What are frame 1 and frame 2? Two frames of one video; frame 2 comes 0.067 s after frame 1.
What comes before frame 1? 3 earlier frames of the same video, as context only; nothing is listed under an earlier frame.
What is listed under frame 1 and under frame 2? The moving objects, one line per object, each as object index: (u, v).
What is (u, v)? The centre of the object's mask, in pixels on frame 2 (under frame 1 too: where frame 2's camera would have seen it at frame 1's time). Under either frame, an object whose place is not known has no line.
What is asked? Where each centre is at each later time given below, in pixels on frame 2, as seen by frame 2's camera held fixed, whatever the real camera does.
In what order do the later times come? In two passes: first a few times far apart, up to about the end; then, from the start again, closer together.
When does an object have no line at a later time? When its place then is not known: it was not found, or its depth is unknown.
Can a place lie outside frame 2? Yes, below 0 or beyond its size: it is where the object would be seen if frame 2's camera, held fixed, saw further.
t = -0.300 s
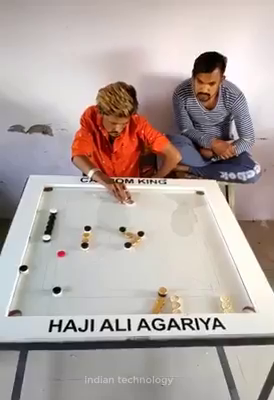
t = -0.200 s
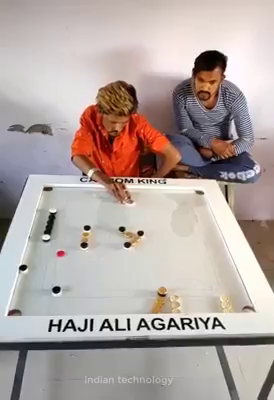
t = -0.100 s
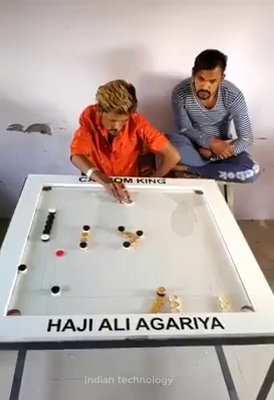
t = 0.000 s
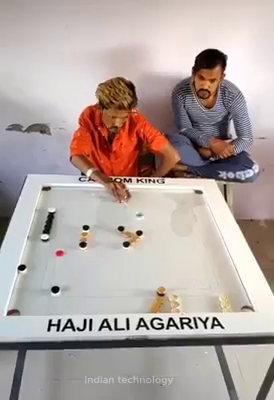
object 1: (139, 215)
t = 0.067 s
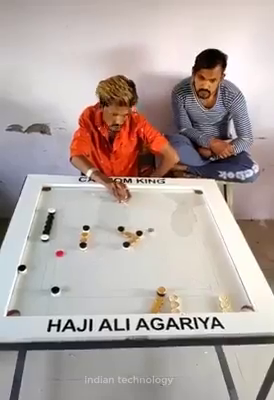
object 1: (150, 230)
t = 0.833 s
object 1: (197, 201)
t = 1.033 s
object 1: (183, 203)
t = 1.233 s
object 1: (172, 227)
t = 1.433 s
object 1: (157, 256)
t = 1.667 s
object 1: (141, 295)
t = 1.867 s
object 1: (125, 290)
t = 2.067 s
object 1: (112, 261)
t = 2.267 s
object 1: (104, 239)
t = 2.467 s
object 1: (96, 220)
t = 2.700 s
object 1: (89, 204)
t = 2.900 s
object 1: (85, 190)
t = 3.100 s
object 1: (81, 197)
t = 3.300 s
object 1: (77, 207)
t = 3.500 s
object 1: (73, 217)
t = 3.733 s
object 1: (71, 229)
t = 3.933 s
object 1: (67, 240)
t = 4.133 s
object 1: (66, 245)
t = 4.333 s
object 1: (65, 247)
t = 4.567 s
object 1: (65, 250)
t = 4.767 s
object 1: (65, 251)
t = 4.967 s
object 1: (65, 253)
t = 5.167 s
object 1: (65, 254)
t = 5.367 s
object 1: (66, 256)
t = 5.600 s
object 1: (66, 258)
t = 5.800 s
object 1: (66, 259)
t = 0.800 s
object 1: (201, 206)
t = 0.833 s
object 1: (197, 201)
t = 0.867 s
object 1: (193, 197)
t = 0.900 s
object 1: (190, 193)
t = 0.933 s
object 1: (188, 193)
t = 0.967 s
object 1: (186, 197)
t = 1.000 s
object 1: (185, 199)
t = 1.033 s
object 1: (183, 203)
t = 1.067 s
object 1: (181, 207)
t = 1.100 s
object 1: (179, 211)
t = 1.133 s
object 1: (177, 215)
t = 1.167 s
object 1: (175, 219)
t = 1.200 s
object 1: (174, 224)
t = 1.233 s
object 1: (172, 227)
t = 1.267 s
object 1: (171, 232)
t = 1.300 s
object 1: (168, 236)
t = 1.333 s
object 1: (165, 241)
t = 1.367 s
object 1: (163, 246)
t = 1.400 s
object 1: (160, 251)
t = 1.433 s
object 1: (157, 256)
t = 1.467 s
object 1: (155, 262)
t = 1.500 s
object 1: (153, 267)
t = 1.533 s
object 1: (151, 272)
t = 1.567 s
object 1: (148, 277)
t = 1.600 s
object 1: (147, 284)
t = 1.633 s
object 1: (143, 289)
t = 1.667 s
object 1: (141, 295)
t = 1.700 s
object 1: (138, 303)
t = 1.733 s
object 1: (135, 309)
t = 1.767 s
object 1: (132, 307)
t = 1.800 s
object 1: (129, 301)
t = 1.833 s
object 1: (127, 295)
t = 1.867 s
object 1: (125, 290)
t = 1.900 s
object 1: (122, 284)
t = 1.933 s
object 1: (120, 279)
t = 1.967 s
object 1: (118, 274)
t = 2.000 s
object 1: (116, 269)
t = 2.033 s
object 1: (114, 265)
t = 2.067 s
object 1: (112, 261)
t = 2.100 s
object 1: (111, 258)
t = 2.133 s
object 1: (110, 254)
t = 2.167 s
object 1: (108, 250)
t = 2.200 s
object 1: (107, 246)
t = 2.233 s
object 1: (105, 242)
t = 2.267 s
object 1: (104, 239)
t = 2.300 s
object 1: (102, 235)
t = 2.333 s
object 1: (100, 232)
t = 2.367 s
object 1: (100, 229)
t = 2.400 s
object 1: (98, 225)
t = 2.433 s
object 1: (97, 223)
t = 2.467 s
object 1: (96, 220)
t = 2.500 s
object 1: (95, 217)
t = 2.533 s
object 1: (94, 215)
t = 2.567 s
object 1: (93, 212)
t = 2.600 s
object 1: (92, 210)
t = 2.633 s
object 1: (91, 208)
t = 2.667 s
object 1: (90, 206)
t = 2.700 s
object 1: (89, 204)
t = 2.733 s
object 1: (89, 201)
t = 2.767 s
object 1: (88, 199)
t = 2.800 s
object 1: (88, 197)
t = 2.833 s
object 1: (87, 194)
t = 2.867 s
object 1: (85, 193)
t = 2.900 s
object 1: (85, 190)
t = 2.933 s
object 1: (85, 190)
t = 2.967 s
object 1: (84, 191)
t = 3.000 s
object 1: (83, 193)
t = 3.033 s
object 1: (82, 194)
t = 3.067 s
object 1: (82, 196)
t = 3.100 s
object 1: (81, 197)
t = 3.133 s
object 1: (80, 199)
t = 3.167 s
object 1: (79, 200)
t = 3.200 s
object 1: (79, 202)
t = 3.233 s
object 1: (78, 204)
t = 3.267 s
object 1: (78, 205)
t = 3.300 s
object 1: (77, 207)
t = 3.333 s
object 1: (77, 209)
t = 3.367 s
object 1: (76, 211)
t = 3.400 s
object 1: (75, 212)
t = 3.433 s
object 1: (75, 214)
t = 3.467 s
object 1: (74, 215)
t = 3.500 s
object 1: (73, 217)
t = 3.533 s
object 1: (73, 219)
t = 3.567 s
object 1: (73, 221)
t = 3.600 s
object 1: (72, 222)
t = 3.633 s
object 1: (71, 224)
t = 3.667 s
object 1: (71, 226)
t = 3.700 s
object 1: (71, 227)
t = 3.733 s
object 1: (71, 229)
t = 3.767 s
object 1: (70, 231)
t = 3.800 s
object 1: (70, 232)
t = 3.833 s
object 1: (69, 235)
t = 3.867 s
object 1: (68, 236)
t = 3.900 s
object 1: (68, 237)
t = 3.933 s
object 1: (67, 240)
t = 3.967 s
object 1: (66, 242)
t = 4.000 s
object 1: (66, 243)
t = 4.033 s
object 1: (66, 244)
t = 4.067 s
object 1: (66, 244)
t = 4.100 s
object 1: (66, 244)
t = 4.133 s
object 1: (66, 245)
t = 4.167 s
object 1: (66, 245)
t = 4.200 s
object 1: (65, 245)
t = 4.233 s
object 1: (65, 246)
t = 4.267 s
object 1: (65, 246)
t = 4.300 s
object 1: (65, 247)
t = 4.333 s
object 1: (65, 247)
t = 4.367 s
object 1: (65, 248)
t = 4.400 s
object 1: (65, 248)
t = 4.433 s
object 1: (65, 248)
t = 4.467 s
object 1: (65, 249)
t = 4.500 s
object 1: (65, 249)
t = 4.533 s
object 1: (65, 249)
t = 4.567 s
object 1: (65, 250)
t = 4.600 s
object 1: (65, 250)
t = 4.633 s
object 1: (65, 250)
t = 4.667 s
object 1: (65, 250)
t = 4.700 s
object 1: (65, 251)
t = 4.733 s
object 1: (65, 251)
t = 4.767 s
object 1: (65, 251)
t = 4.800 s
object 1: (65, 252)
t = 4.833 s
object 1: (65, 252)
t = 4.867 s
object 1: (65, 252)
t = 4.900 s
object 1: (65, 253)
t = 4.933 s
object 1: (65, 252)
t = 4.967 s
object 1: (65, 253)
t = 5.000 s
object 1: (65, 253)
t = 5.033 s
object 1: (65, 253)
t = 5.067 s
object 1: (65, 253)
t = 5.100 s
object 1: (65, 254)
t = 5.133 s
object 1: (65, 254)
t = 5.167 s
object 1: (65, 254)
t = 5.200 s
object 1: (65, 255)
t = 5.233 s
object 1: (65, 255)
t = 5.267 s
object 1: (65, 255)
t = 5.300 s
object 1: (65, 255)
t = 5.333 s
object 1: (66, 256)
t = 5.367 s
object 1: (66, 256)
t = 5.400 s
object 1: (66, 256)
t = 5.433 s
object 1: (66, 256)
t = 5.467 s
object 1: (66, 257)
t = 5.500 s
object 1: (66, 257)
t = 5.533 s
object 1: (66, 257)
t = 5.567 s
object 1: (66, 257)
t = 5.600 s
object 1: (66, 258)
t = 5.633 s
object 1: (66, 258)
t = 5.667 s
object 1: (66, 258)
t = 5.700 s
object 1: (66, 258)
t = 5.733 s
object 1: (66, 259)
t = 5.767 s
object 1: (66, 259)
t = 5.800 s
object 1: (66, 259)
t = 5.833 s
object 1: (66, 259)
